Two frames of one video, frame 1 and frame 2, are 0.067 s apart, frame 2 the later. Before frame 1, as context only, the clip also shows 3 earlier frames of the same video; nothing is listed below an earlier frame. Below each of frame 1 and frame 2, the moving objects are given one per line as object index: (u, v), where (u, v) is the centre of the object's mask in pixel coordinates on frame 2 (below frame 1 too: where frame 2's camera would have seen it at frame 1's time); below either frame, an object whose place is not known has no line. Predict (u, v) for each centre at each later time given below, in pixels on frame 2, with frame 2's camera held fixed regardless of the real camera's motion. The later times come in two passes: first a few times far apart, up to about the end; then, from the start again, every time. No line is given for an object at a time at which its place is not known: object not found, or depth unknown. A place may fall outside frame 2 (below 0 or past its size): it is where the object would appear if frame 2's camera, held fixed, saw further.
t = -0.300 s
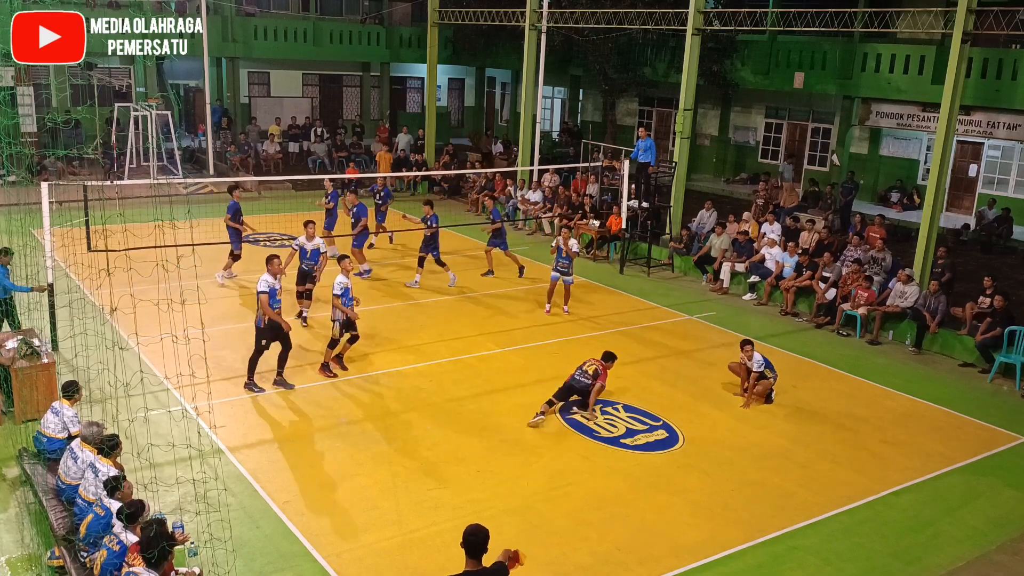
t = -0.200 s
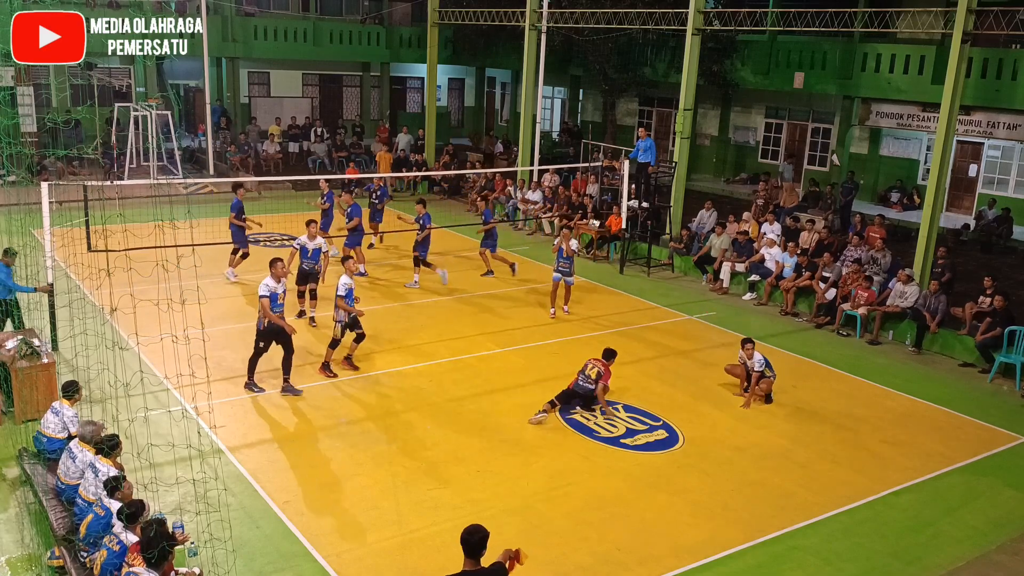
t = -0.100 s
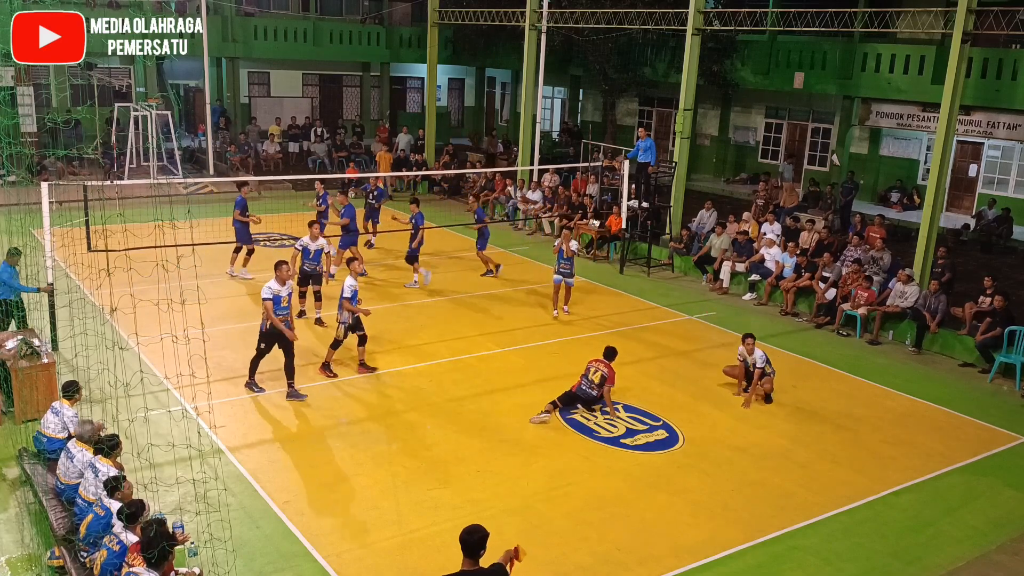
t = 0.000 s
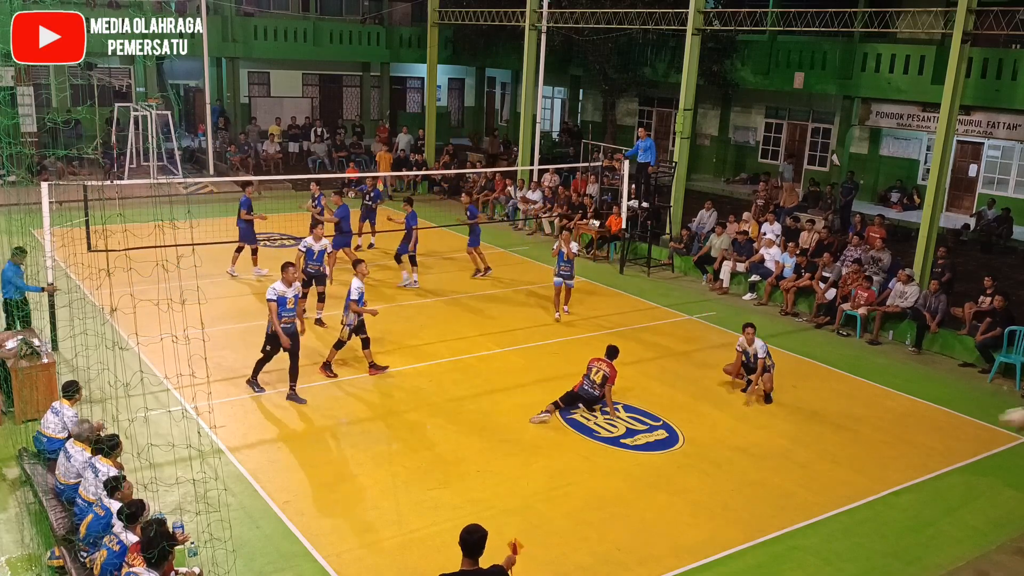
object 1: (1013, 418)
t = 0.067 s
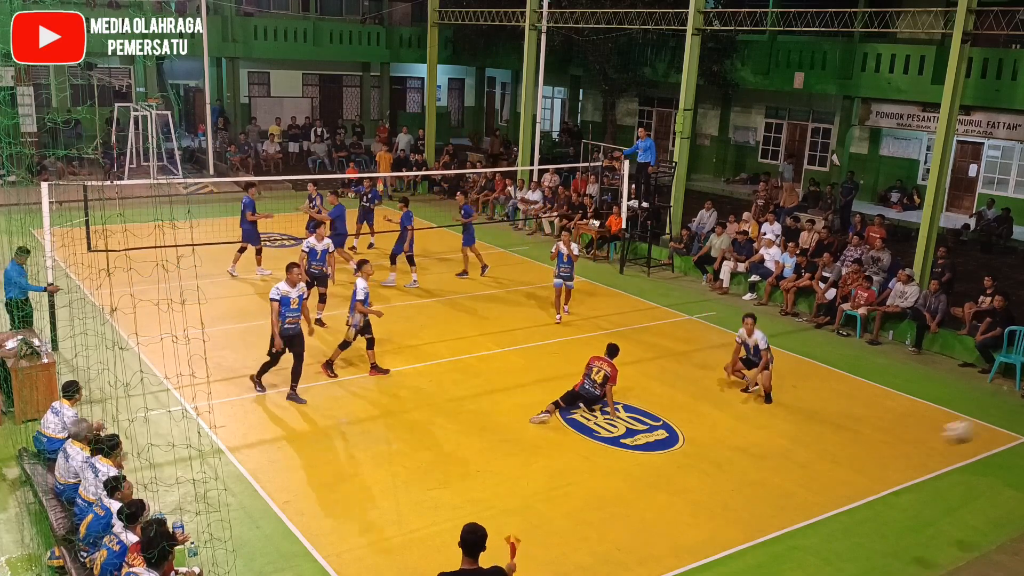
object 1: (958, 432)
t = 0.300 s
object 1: (771, 503)
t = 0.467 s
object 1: (707, 465)
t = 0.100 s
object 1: (929, 440)
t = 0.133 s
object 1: (900, 449)
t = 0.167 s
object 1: (873, 459)
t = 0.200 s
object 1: (845, 469)
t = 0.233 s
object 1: (820, 479)
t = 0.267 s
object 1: (794, 491)
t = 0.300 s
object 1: (771, 503)
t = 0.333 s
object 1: (747, 516)
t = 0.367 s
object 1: (733, 514)
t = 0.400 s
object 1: (724, 494)
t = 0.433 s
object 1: (715, 480)
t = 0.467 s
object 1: (707, 465)
